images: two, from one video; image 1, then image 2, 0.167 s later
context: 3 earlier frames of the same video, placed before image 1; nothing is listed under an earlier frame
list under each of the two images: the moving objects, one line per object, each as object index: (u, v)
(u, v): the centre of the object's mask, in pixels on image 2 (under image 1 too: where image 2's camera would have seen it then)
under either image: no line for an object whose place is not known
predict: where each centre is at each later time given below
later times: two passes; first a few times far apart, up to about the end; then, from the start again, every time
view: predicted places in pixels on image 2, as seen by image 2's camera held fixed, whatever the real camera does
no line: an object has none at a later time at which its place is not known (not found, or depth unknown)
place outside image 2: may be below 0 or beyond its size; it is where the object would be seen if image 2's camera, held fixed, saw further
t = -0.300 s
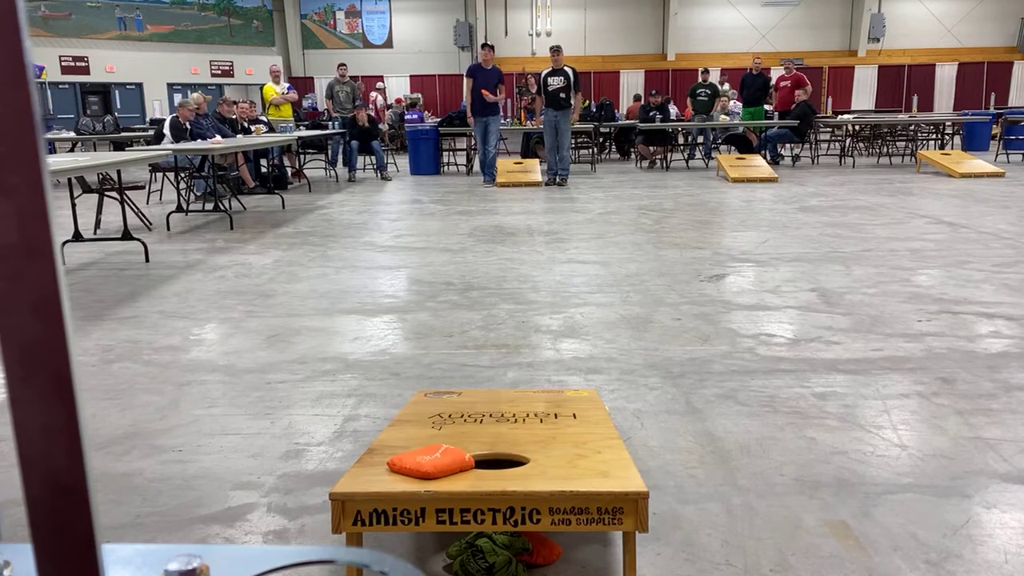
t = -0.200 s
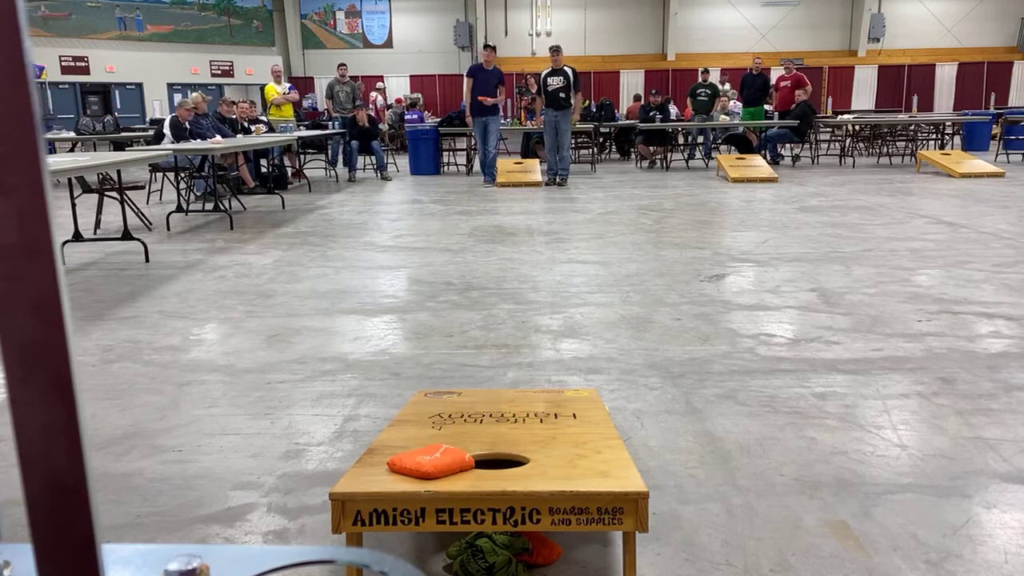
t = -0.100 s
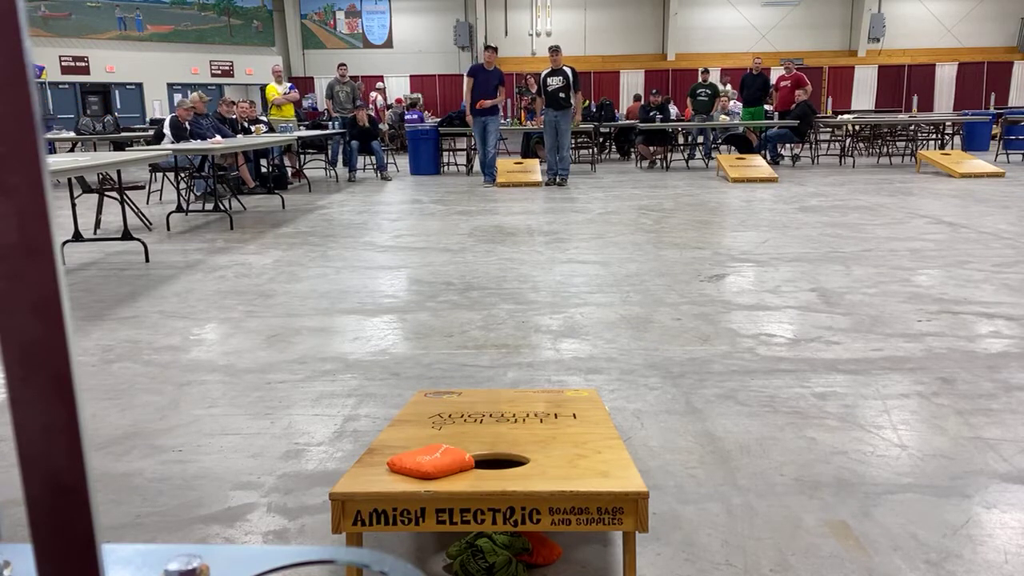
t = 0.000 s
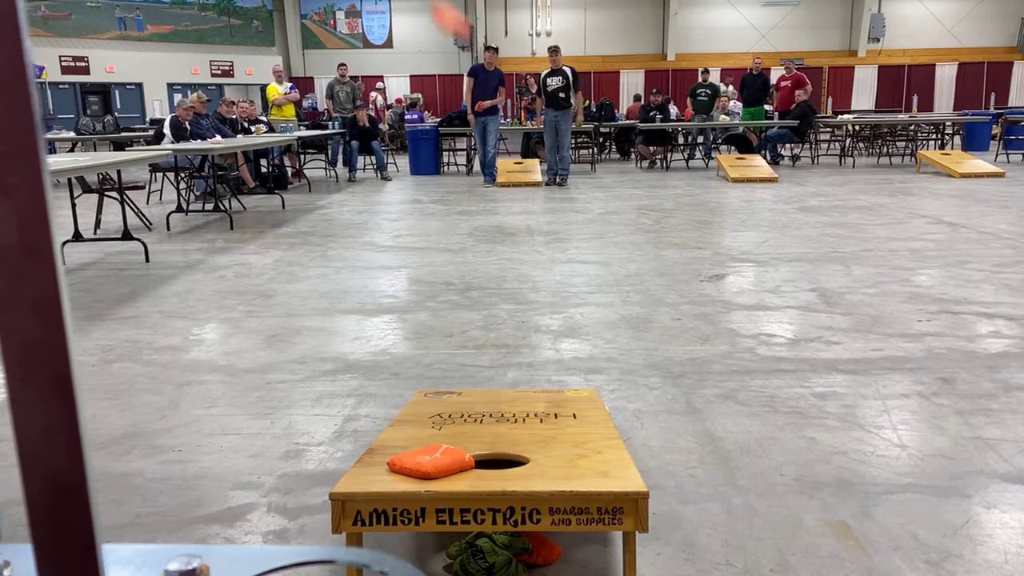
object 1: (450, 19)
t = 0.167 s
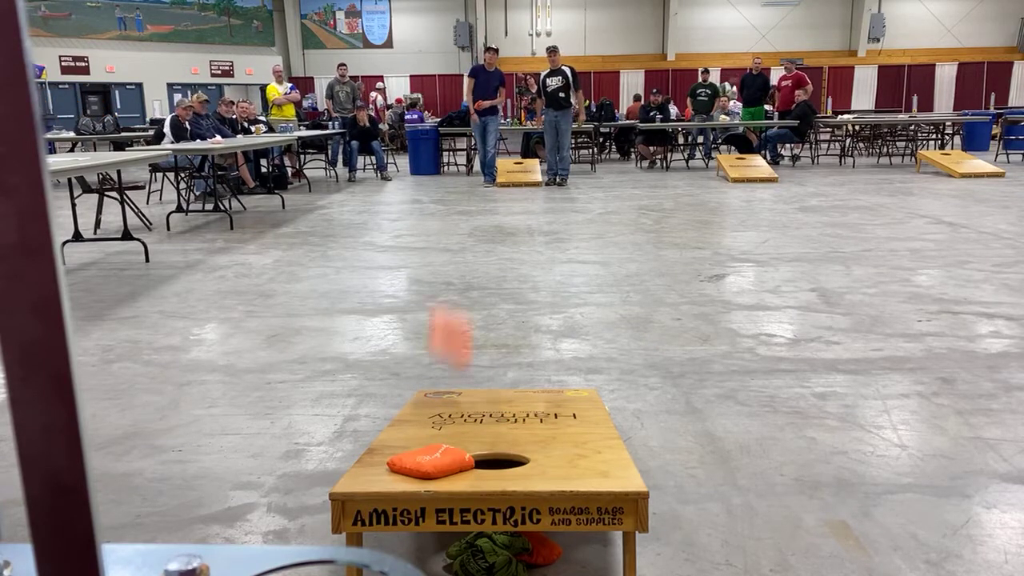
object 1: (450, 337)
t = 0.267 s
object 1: (441, 405)
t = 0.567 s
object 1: (392, 450)
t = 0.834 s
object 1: (391, 453)
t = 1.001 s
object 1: (389, 453)
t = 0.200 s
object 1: (448, 405)
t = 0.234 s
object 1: (444, 402)
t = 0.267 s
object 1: (441, 405)
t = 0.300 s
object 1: (439, 411)
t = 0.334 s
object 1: (434, 421)
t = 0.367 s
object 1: (429, 431)
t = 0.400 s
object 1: (420, 437)
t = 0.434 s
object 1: (414, 441)
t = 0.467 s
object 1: (406, 444)
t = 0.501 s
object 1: (406, 445)
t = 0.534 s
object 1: (402, 447)
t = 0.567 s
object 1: (392, 450)
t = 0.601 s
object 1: (391, 452)
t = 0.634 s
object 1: (391, 453)
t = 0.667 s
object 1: (391, 453)
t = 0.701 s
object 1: (391, 453)
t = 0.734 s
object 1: (391, 453)
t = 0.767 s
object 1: (391, 453)
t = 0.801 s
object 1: (391, 453)
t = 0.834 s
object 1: (391, 453)
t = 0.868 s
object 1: (391, 453)
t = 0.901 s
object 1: (389, 453)
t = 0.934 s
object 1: (389, 453)
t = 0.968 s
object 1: (389, 453)
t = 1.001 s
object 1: (389, 453)
